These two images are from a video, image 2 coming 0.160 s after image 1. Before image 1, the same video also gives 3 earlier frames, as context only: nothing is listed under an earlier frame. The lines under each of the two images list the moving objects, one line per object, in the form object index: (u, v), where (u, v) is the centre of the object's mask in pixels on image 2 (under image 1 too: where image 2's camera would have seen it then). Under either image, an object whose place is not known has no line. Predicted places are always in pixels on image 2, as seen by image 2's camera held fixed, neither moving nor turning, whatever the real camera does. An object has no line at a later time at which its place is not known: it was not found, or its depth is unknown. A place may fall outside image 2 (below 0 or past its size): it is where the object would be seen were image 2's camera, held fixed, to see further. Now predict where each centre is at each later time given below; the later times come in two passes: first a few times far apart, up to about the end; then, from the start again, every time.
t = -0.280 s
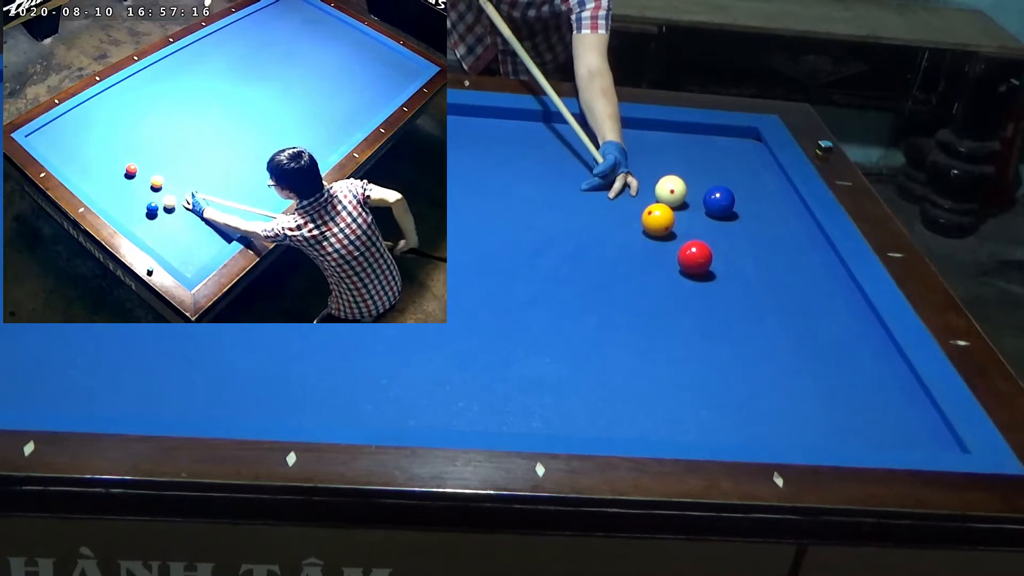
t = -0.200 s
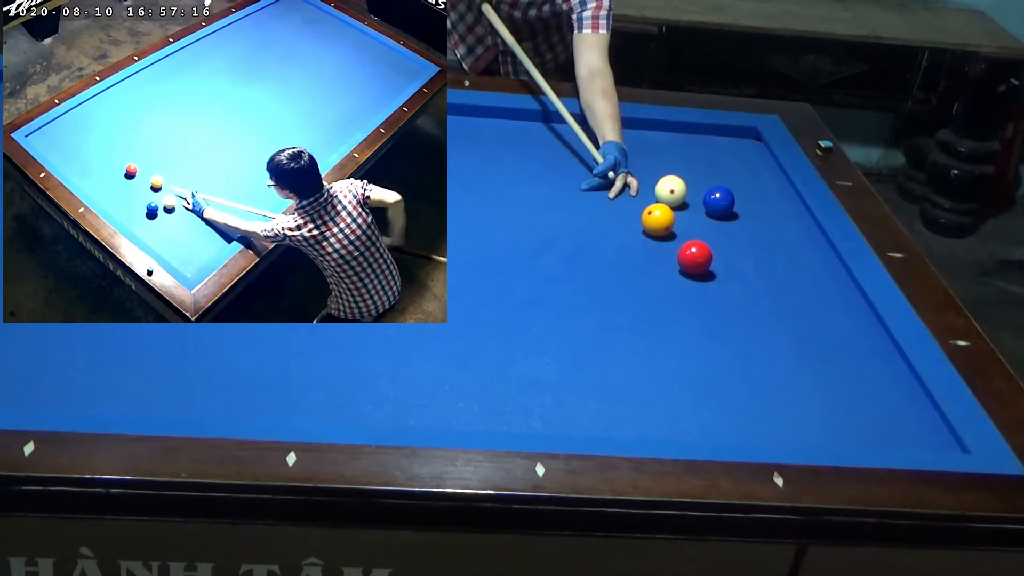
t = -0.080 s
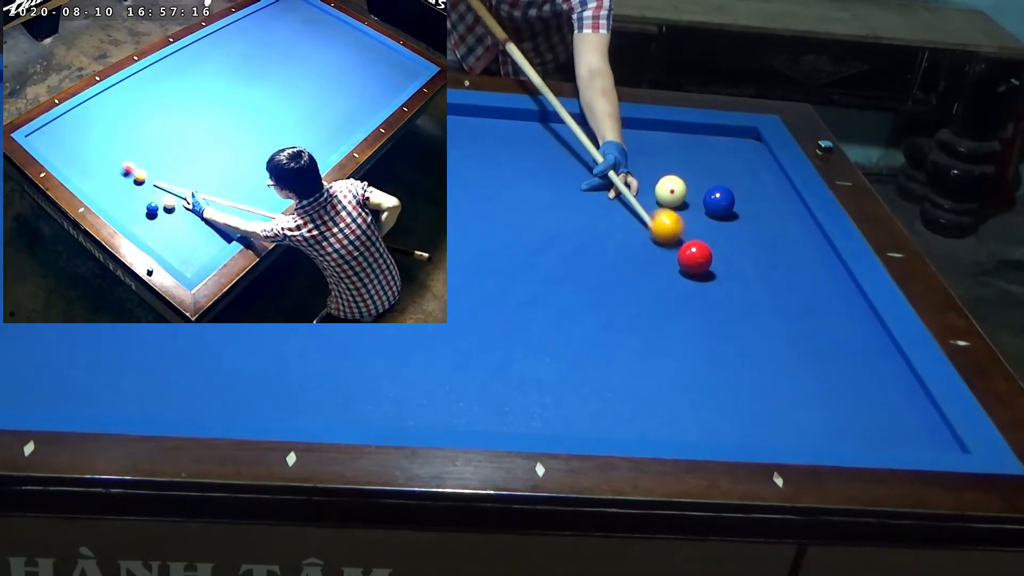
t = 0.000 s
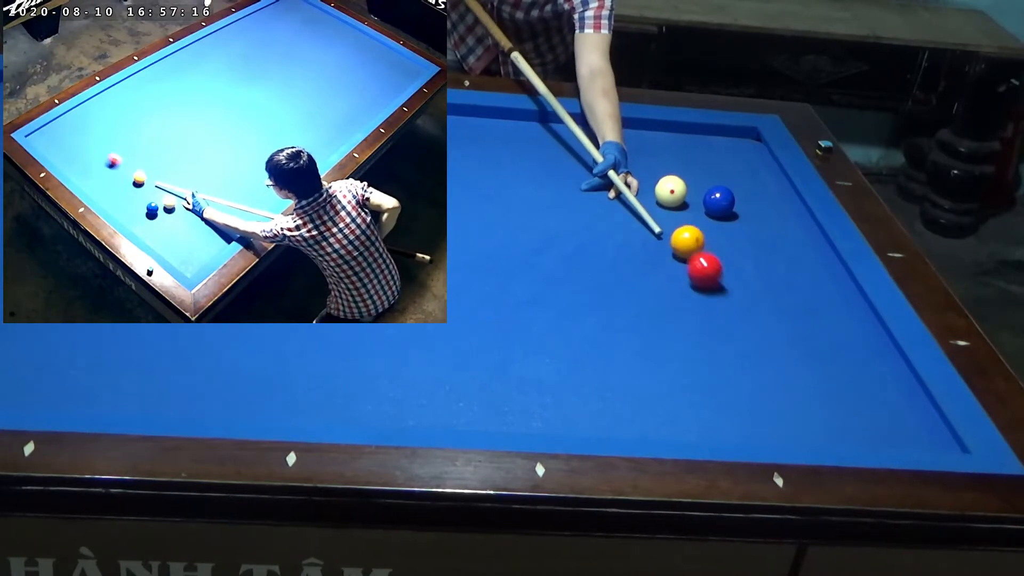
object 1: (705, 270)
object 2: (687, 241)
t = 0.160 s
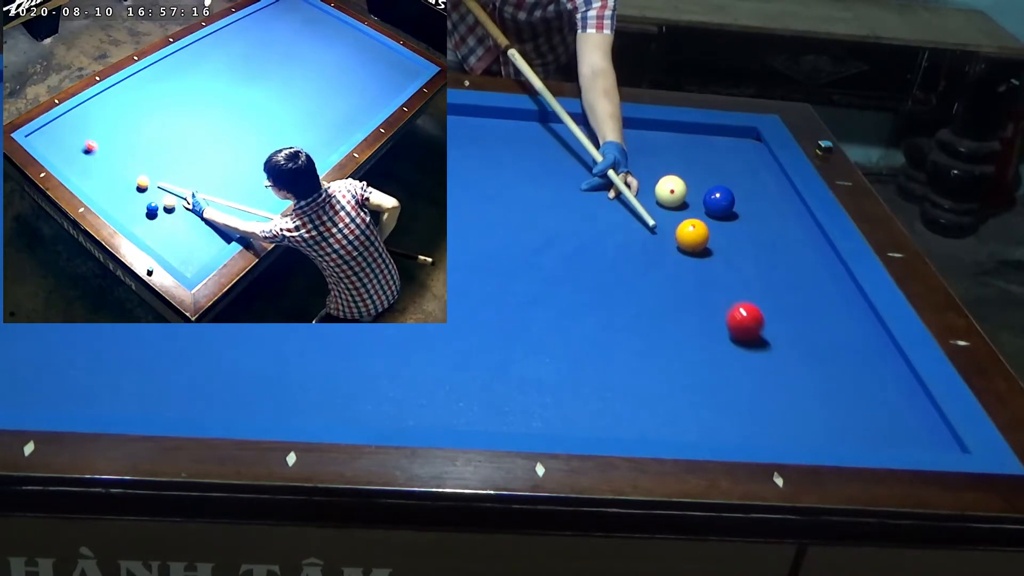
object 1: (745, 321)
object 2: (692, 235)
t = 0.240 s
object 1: (765, 347)
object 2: (693, 231)
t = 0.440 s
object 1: (819, 416)
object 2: (693, 221)
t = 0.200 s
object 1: (755, 334)
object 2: (692, 233)
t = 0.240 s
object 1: (765, 347)
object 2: (693, 231)
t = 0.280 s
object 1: (775, 359)
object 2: (693, 229)
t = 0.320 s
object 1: (785, 373)
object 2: (693, 227)
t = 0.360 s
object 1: (797, 386)
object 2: (693, 225)
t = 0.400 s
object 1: (808, 400)
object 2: (693, 223)
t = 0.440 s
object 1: (819, 416)
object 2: (693, 221)
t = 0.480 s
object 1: (831, 429)
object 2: (693, 219)
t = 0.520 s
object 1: (839, 433)
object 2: (693, 217)
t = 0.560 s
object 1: (836, 426)
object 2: (693, 216)
